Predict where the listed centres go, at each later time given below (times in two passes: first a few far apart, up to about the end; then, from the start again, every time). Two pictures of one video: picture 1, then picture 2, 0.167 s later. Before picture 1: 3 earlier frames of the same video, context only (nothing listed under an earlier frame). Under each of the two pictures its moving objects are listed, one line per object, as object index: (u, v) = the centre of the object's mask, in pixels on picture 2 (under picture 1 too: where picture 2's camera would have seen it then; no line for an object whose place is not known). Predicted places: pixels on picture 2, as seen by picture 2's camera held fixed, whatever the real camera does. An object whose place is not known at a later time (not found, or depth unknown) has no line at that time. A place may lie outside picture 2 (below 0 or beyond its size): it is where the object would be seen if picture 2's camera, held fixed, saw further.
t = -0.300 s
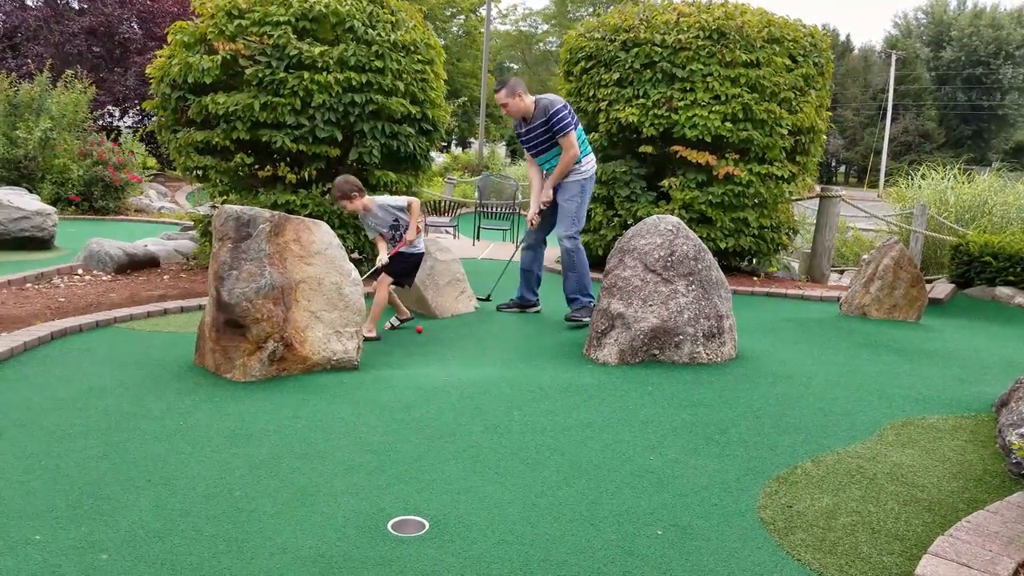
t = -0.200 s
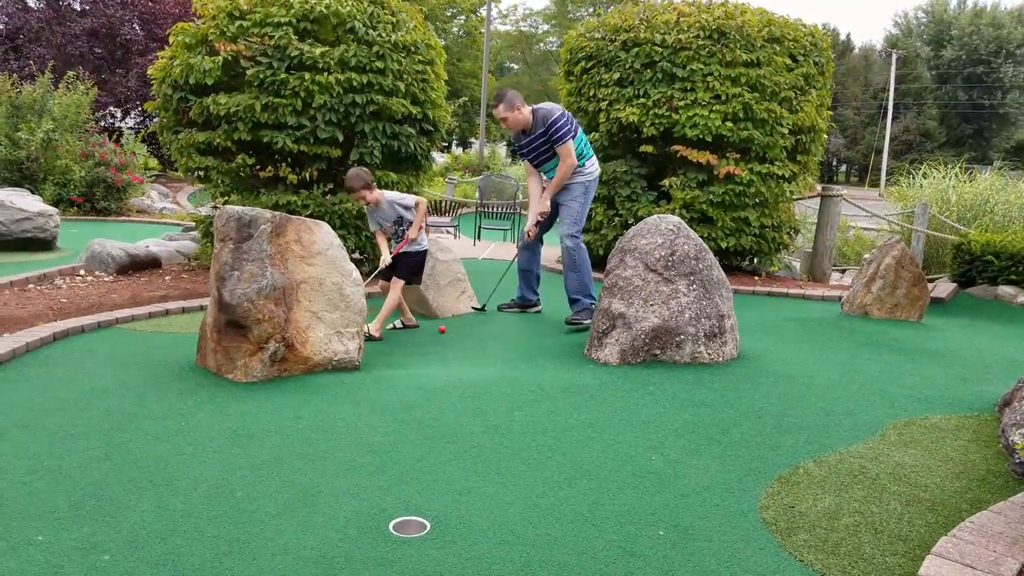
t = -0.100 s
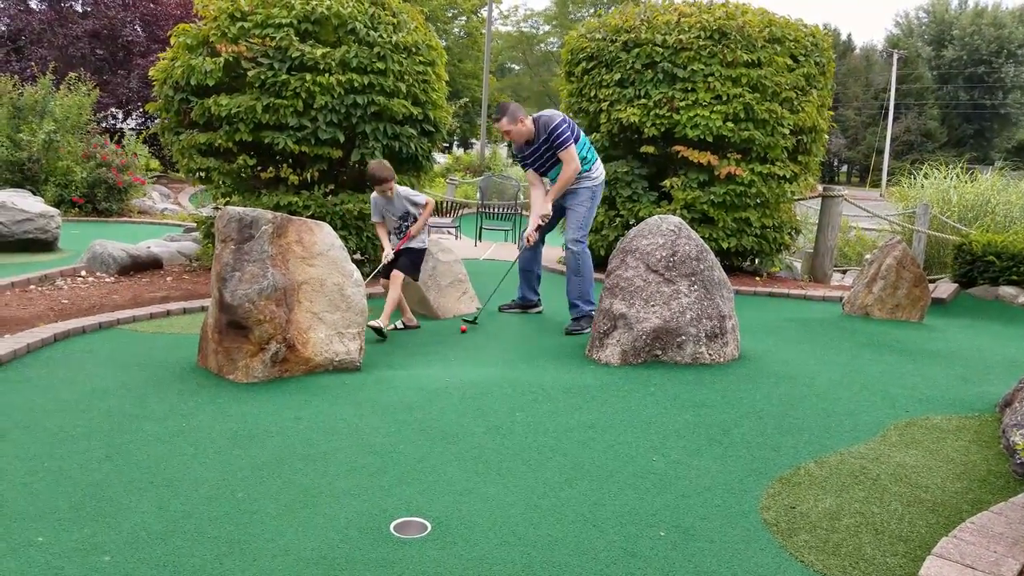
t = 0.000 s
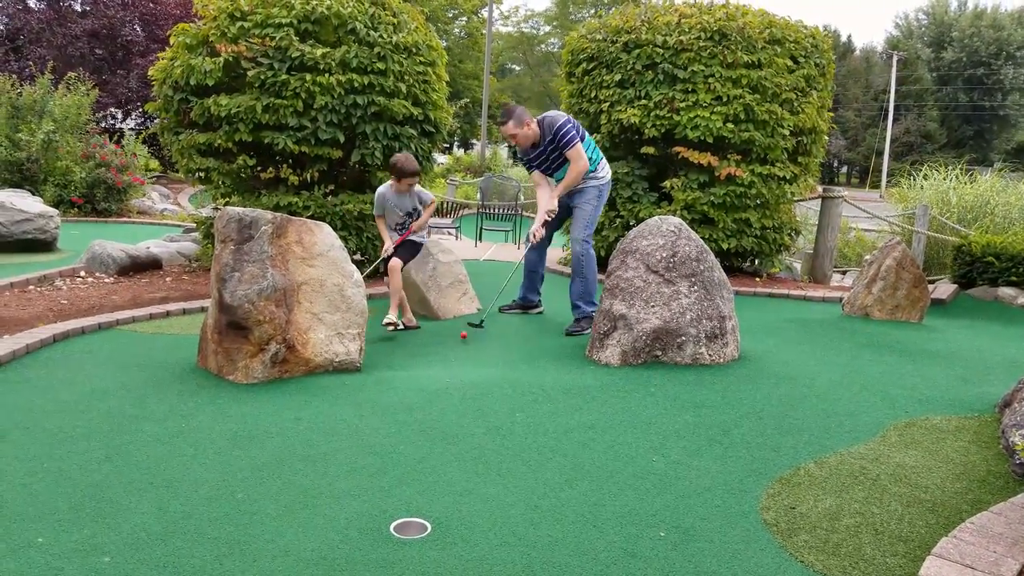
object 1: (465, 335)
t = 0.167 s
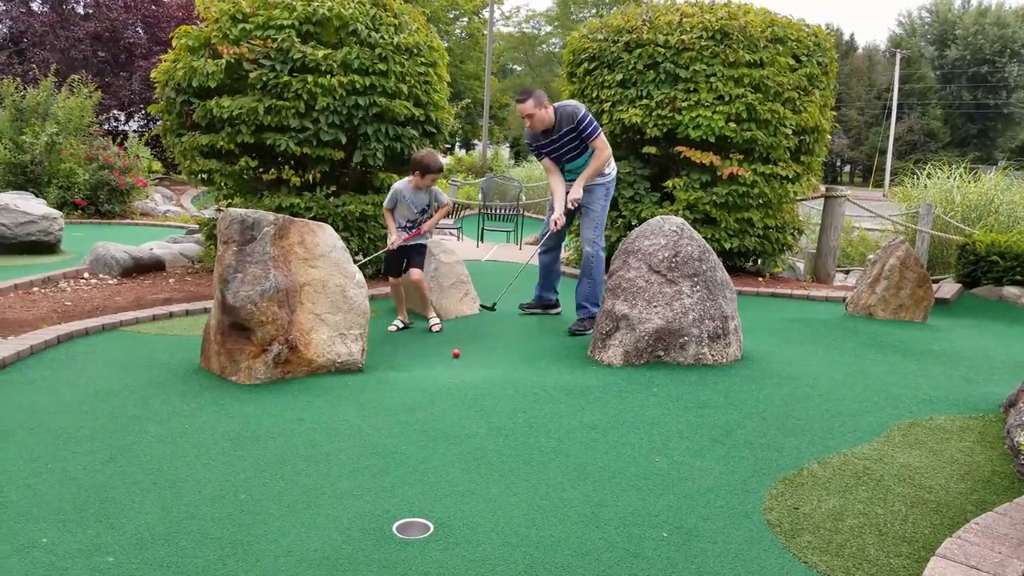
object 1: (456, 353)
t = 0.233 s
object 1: (450, 360)
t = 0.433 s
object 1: (433, 372)
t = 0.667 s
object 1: (405, 390)
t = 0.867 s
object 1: (372, 413)
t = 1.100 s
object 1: (326, 448)
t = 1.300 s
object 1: (279, 482)
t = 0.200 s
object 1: (453, 356)
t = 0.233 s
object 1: (450, 360)
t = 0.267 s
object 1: (448, 362)
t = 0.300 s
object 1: (445, 365)
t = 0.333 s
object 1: (442, 366)
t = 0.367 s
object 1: (439, 368)
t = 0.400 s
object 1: (436, 369)
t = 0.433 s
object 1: (433, 372)
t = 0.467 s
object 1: (429, 374)
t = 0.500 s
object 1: (426, 376)
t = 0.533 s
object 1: (422, 378)
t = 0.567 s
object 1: (418, 381)
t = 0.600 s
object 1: (414, 384)
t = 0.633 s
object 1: (410, 387)
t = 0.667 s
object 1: (405, 390)
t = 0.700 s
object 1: (400, 394)
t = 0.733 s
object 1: (395, 397)
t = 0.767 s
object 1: (390, 401)
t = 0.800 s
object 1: (384, 405)
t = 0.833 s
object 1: (378, 407)
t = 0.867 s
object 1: (372, 413)
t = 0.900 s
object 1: (367, 418)
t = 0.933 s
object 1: (360, 423)
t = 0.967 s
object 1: (353, 427)
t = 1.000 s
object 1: (347, 432)
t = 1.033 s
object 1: (340, 437)
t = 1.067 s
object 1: (333, 442)
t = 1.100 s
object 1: (326, 448)
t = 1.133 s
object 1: (318, 453)
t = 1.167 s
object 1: (310, 459)
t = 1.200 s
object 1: (303, 465)
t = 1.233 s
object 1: (295, 471)
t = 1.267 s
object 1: (287, 476)
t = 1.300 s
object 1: (279, 482)
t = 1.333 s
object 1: (271, 487)
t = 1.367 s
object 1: (262, 493)
